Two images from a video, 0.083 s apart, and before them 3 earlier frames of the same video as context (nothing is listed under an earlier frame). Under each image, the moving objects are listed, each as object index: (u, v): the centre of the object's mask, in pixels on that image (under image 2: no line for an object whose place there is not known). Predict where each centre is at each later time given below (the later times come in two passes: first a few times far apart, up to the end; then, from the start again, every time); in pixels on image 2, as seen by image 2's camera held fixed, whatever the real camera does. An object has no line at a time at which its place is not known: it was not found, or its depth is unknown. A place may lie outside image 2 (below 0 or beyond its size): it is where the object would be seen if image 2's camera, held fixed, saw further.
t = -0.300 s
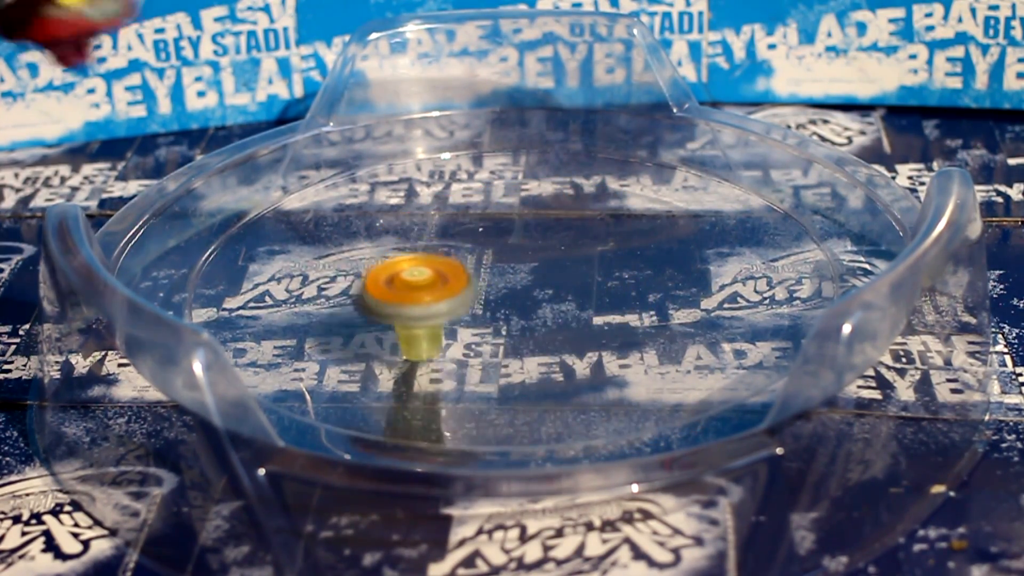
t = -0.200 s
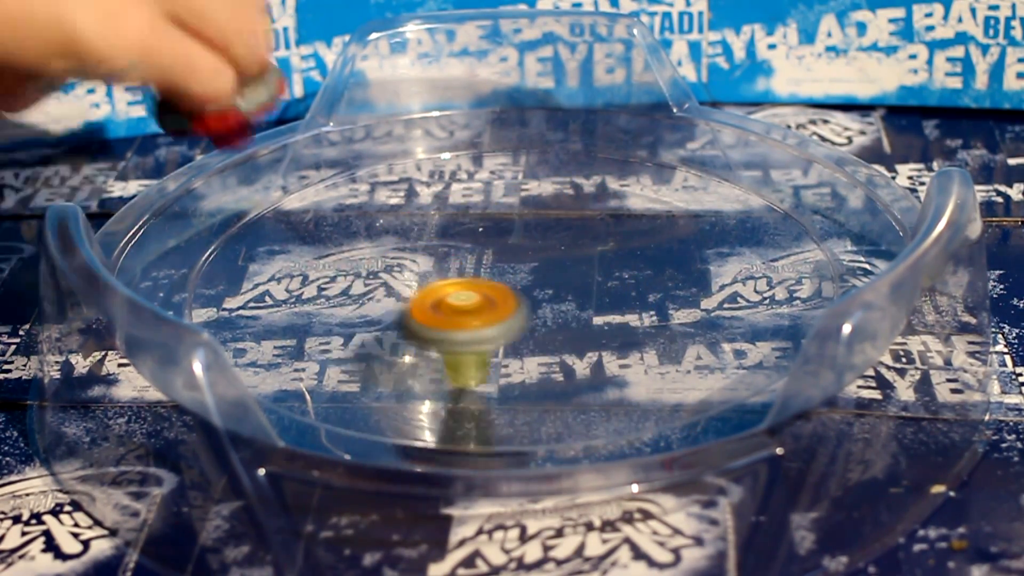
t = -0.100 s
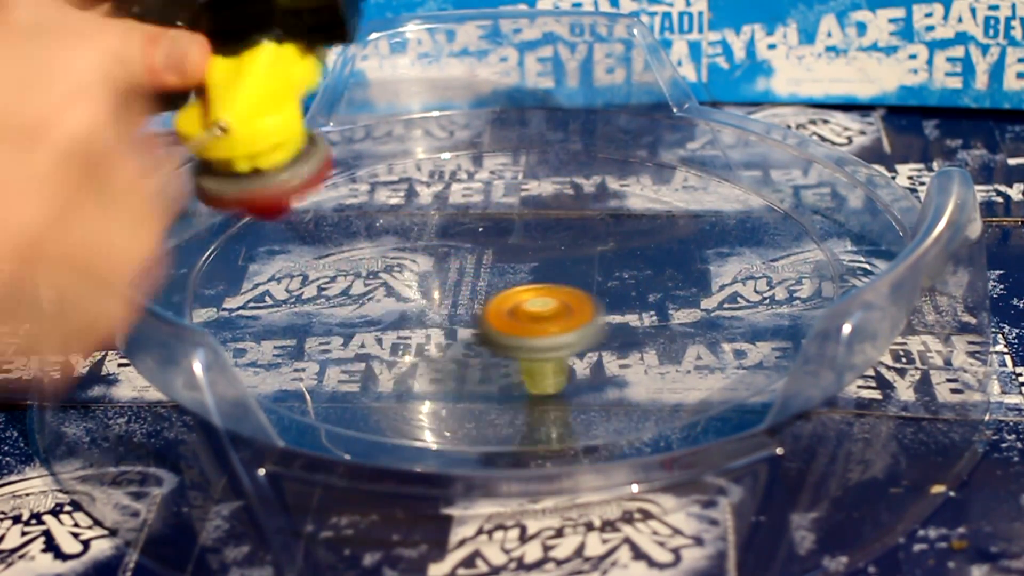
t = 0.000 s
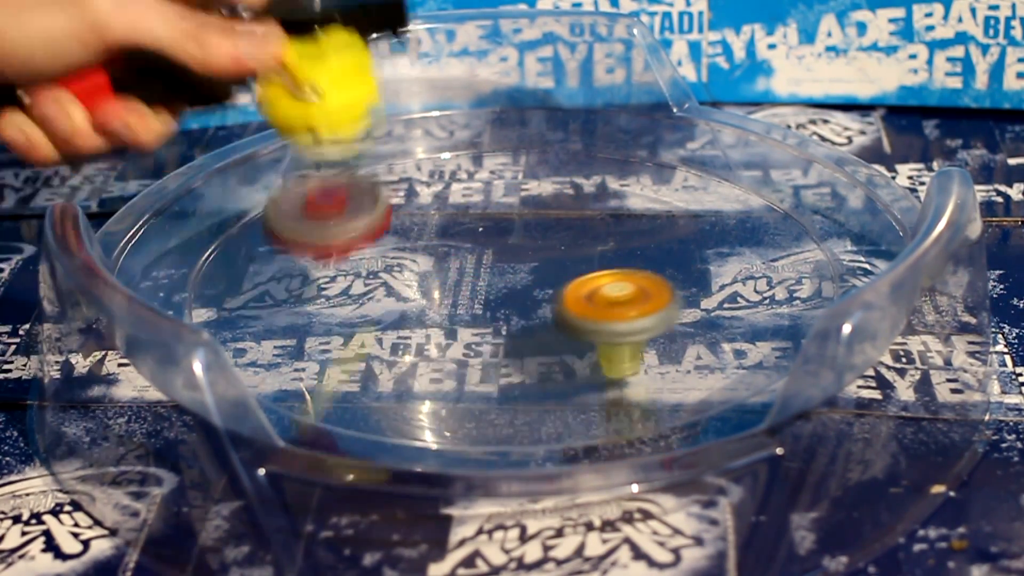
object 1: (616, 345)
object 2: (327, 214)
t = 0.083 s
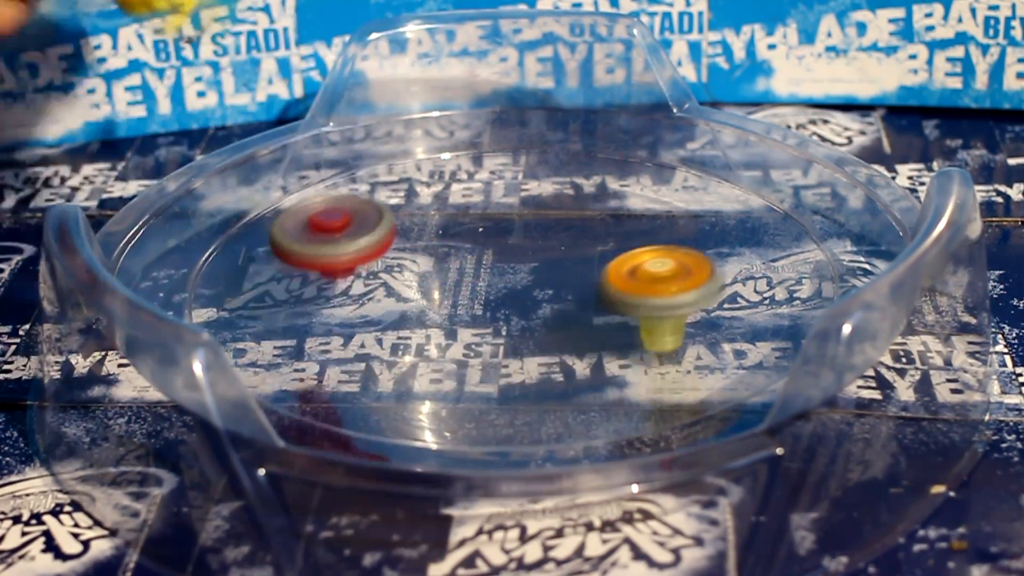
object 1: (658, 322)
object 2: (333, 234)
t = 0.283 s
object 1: (635, 256)
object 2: (467, 277)
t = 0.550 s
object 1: (450, 256)
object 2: (615, 278)
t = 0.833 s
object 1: (406, 344)
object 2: (570, 226)
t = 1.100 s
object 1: (593, 352)
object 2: (463, 276)
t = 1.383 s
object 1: (621, 266)
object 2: (583, 322)
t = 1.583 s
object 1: (517, 252)
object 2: (673, 279)
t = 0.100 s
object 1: (664, 316)
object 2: (339, 230)
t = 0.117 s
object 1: (666, 310)
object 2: (347, 233)
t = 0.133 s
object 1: (668, 304)
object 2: (356, 241)
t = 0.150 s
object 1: (669, 298)
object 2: (366, 256)
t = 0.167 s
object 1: (667, 293)
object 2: (376, 268)
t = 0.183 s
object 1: (666, 287)
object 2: (388, 260)
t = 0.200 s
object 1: (664, 281)
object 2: (400, 258)
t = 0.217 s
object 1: (660, 275)
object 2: (413, 262)
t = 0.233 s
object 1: (655, 271)
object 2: (426, 271)
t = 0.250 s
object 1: (648, 266)
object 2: (440, 273)
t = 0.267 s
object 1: (641, 261)
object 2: (453, 272)
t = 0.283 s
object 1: (635, 256)
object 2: (467, 277)
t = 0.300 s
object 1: (625, 254)
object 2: (480, 282)
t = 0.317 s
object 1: (616, 251)
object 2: (493, 283)
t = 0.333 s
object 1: (605, 248)
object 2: (505, 287)
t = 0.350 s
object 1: (595, 246)
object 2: (516, 288)
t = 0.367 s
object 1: (584, 243)
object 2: (528, 292)
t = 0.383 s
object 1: (573, 239)
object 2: (538, 293)
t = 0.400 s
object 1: (561, 235)
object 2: (547, 294)
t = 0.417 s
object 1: (548, 237)
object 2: (557, 294)
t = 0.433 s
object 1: (534, 239)
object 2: (566, 294)
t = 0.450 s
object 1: (520, 241)
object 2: (574, 292)
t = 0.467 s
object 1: (509, 243)
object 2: (583, 291)
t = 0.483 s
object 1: (496, 245)
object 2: (590, 289)
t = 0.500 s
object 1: (484, 247)
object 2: (598, 287)
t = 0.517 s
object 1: (472, 249)
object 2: (604, 284)
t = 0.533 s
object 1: (461, 252)
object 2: (610, 281)
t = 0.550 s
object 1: (450, 256)
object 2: (615, 278)
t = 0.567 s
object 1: (439, 259)
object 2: (619, 274)
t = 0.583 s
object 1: (429, 262)
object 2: (622, 271)
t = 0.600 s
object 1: (421, 267)
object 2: (625, 267)
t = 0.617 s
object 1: (412, 273)
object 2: (627, 263)
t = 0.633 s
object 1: (405, 277)
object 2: (627, 258)
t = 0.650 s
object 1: (399, 282)
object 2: (627, 255)
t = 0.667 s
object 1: (393, 288)
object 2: (626, 251)
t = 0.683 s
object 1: (388, 294)
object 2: (624, 247)
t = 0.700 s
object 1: (384, 299)
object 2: (621, 243)
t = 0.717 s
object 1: (384, 305)
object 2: (617, 240)
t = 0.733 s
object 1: (384, 311)
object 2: (612, 237)
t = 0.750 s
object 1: (383, 317)
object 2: (607, 235)
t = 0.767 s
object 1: (385, 324)
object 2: (601, 232)
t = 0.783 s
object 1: (389, 329)
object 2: (594, 230)
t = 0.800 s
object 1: (392, 335)
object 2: (587, 228)
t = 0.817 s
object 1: (399, 339)
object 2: (578, 227)
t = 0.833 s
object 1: (406, 344)
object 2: (570, 226)
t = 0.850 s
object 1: (416, 349)
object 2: (561, 226)
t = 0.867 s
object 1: (424, 352)
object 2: (552, 226)
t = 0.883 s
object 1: (434, 356)
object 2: (543, 227)
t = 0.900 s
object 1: (445, 359)
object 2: (534, 228)
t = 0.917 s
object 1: (458, 361)
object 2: (525, 230)
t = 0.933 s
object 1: (472, 365)
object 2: (516, 233)
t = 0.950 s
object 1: (484, 366)
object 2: (507, 235)
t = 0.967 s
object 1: (496, 363)
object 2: (499, 239)
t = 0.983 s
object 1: (509, 366)
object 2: (492, 242)
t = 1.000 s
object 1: (522, 366)
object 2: (485, 246)
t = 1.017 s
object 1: (536, 365)
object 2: (480, 251)
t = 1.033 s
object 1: (548, 364)
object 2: (474, 255)
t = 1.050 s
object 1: (562, 361)
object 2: (470, 261)
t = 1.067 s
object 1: (572, 358)
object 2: (467, 266)
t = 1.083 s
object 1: (584, 353)
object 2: (464, 271)
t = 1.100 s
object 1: (593, 352)
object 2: (463, 276)
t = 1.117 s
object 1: (602, 347)
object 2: (463, 281)
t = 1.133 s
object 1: (610, 344)
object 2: (464, 287)
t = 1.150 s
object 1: (618, 339)
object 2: (466, 292)
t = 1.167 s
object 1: (625, 334)
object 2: (469, 296)
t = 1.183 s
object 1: (631, 328)
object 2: (473, 301)
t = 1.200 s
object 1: (635, 323)
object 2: (479, 305)
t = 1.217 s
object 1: (640, 319)
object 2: (485, 309)
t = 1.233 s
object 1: (641, 313)
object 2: (493, 313)
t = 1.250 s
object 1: (642, 308)
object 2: (500, 316)
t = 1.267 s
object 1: (643, 303)
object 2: (509, 319)
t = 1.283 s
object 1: (642, 298)
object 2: (519, 320)
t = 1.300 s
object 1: (642, 294)
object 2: (529, 322)
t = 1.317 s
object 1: (639, 289)
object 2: (539, 323)
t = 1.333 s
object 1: (636, 283)
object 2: (550, 323)
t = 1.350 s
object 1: (630, 278)
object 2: (560, 324)
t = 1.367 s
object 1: (626, 272)
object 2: (571, 323)
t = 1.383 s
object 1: (621, 266)
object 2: (583, 322)
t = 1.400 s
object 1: (613, 262)
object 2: (593, 321)
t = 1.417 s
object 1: (604, 259)
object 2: (604, 319)
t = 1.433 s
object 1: (597, 258)
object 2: (614, 316)
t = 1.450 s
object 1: (588, 257)
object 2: (624, 313)
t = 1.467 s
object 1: (581, 256)
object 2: (633, 310)
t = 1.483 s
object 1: (573, 255)
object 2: (641, 306)
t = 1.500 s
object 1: (564, 254)
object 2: (649, 302)
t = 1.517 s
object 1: (557, 253)
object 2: (655, 298)
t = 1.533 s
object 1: (546, 252)
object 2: (662, 293)
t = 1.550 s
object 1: (537, 252)
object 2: (667, 289)
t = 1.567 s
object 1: (528, 252)
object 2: (670, 284)
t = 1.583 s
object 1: (517, 252)
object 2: (673, 279)
